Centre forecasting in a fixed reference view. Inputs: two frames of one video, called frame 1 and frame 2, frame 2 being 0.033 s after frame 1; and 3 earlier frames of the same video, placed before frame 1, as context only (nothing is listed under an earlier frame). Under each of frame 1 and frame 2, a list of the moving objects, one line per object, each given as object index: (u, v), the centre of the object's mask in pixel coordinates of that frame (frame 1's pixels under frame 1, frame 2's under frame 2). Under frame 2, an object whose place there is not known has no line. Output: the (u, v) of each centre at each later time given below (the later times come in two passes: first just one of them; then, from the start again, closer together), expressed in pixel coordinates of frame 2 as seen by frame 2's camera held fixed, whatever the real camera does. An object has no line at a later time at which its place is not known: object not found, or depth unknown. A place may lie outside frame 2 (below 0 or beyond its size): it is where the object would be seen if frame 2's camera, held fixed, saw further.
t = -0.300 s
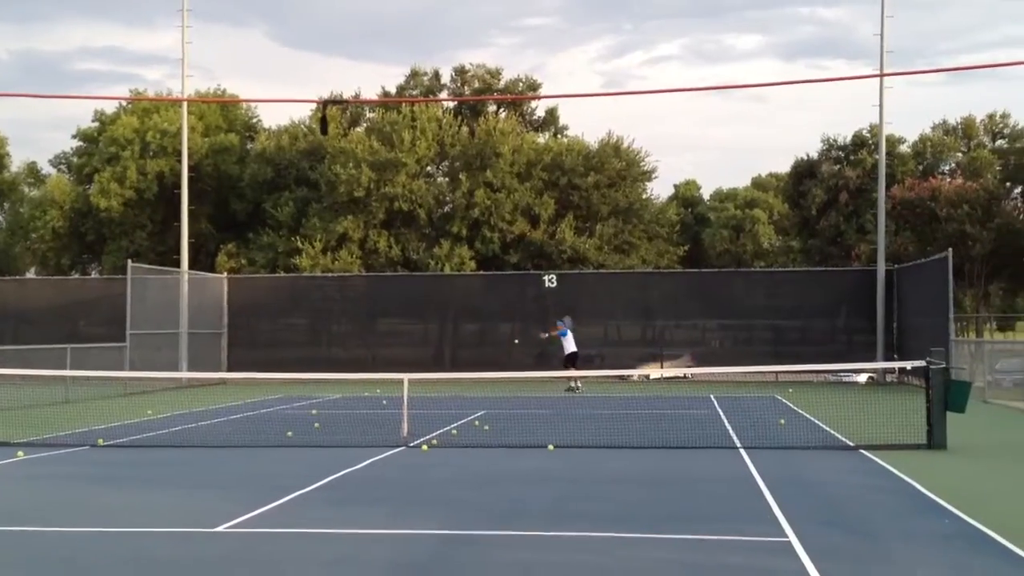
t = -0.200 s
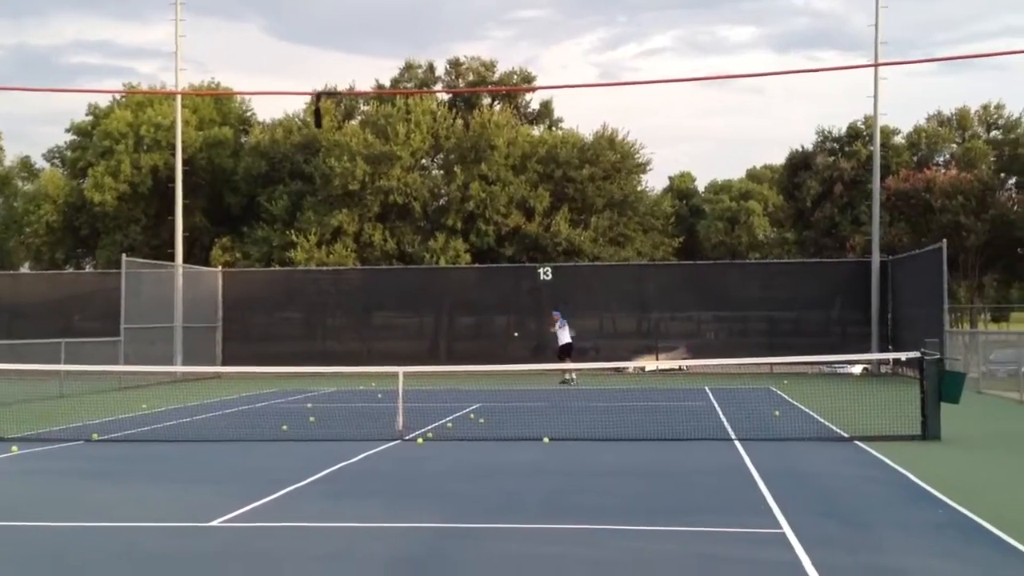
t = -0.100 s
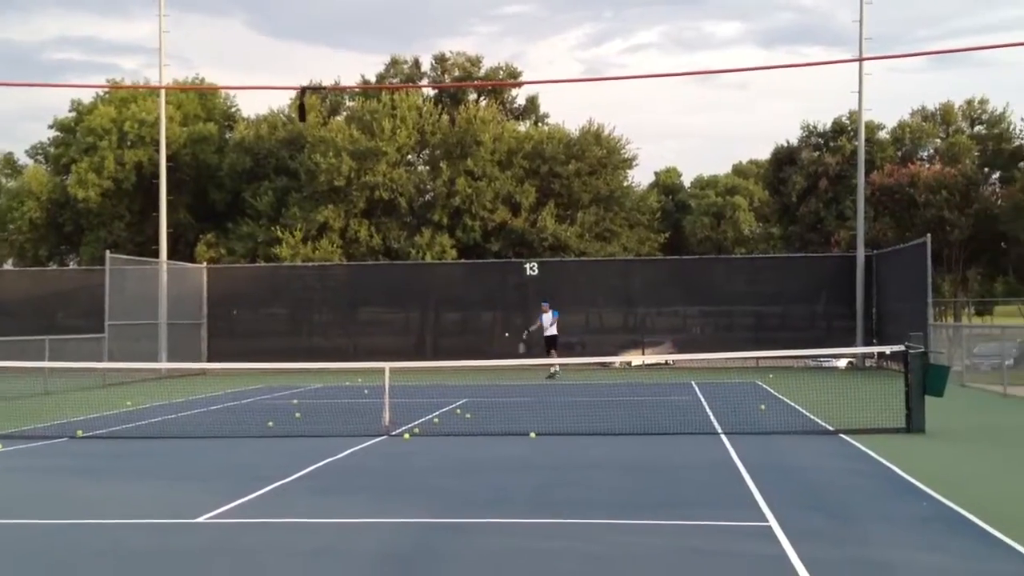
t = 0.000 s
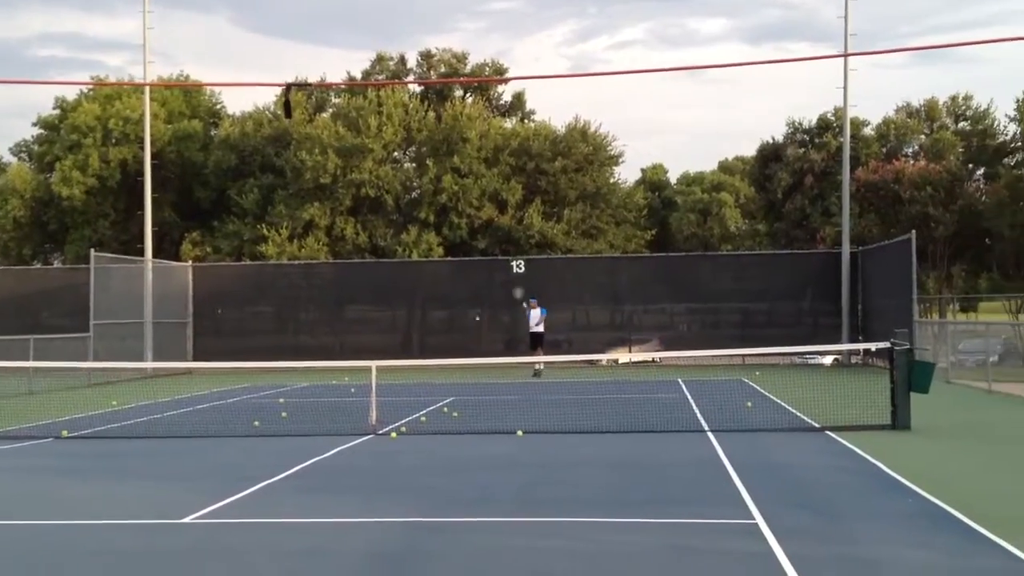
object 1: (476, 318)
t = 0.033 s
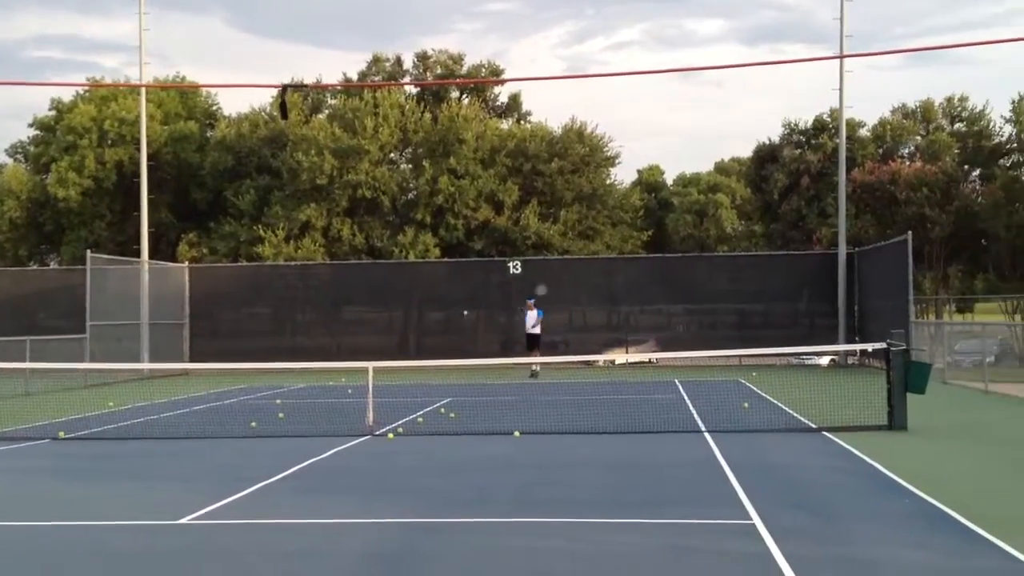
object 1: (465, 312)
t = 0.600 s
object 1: (171, 280)
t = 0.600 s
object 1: (171, 280)
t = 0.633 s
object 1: (137, 289)
